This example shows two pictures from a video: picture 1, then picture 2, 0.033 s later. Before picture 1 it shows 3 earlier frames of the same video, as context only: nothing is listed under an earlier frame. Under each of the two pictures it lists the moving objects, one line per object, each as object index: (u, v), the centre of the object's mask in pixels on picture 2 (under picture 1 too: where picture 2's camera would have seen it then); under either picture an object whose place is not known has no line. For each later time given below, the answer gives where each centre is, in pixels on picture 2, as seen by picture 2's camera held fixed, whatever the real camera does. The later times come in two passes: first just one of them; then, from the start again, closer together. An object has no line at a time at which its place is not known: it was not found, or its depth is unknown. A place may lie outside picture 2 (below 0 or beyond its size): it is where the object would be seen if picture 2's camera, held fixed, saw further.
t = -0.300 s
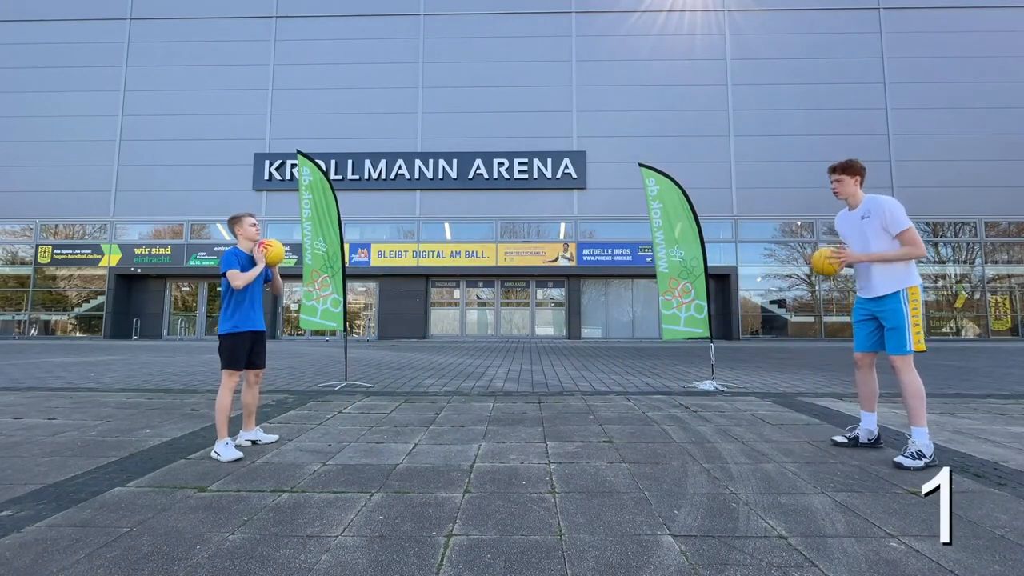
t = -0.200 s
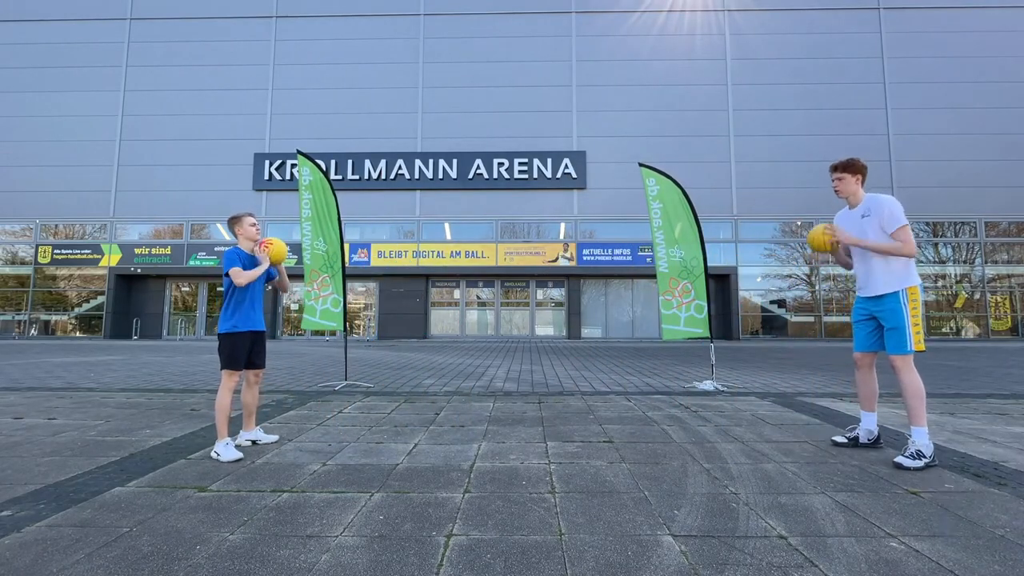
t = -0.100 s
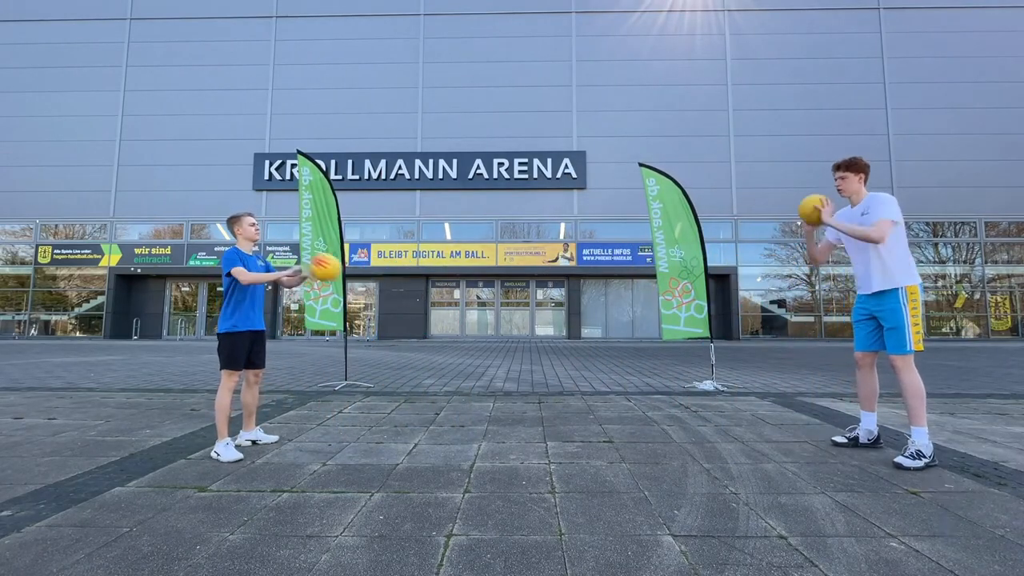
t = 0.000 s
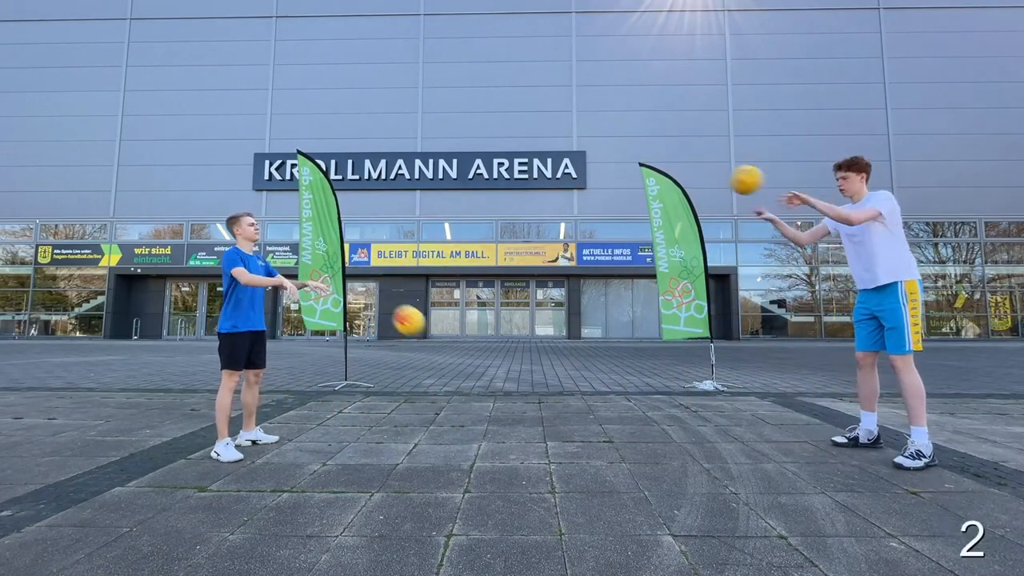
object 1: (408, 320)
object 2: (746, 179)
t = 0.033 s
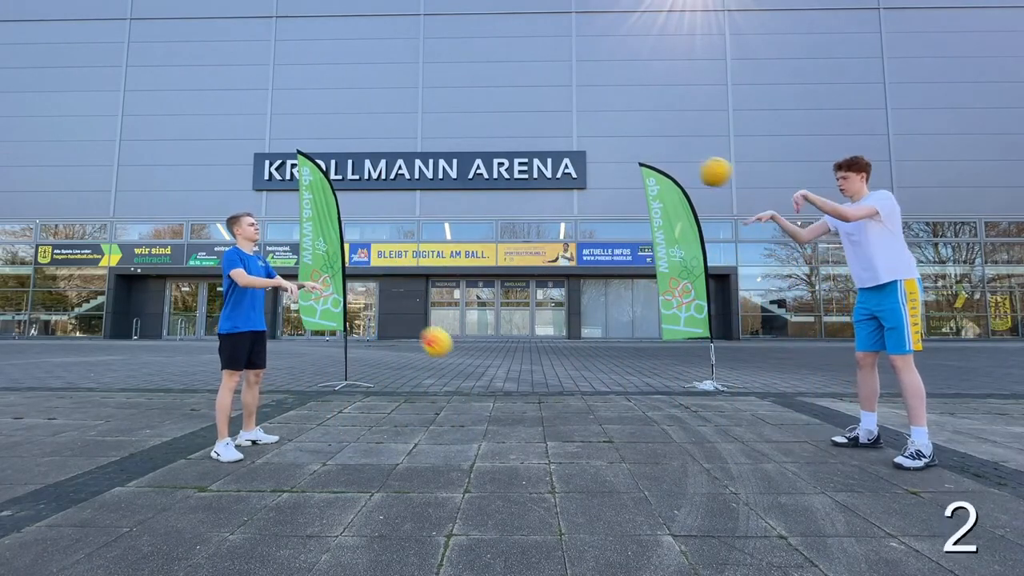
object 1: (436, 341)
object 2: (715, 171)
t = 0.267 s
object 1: (581, 374)
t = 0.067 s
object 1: (464, 364)
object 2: (685, 164)
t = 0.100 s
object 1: (492, 388)
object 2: (654, 159)
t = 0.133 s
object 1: (519, 414)
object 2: (624, 156)
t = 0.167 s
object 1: (546, 441)
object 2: (593, 154)
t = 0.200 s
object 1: (558, 419)
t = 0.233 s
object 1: (569, 396)
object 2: (534, 154)
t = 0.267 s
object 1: (581, 374)
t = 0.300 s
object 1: (592, 355)
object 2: (475, 160)
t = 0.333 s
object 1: (604, 336)
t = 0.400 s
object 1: (628, 304)
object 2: (387, 180)
